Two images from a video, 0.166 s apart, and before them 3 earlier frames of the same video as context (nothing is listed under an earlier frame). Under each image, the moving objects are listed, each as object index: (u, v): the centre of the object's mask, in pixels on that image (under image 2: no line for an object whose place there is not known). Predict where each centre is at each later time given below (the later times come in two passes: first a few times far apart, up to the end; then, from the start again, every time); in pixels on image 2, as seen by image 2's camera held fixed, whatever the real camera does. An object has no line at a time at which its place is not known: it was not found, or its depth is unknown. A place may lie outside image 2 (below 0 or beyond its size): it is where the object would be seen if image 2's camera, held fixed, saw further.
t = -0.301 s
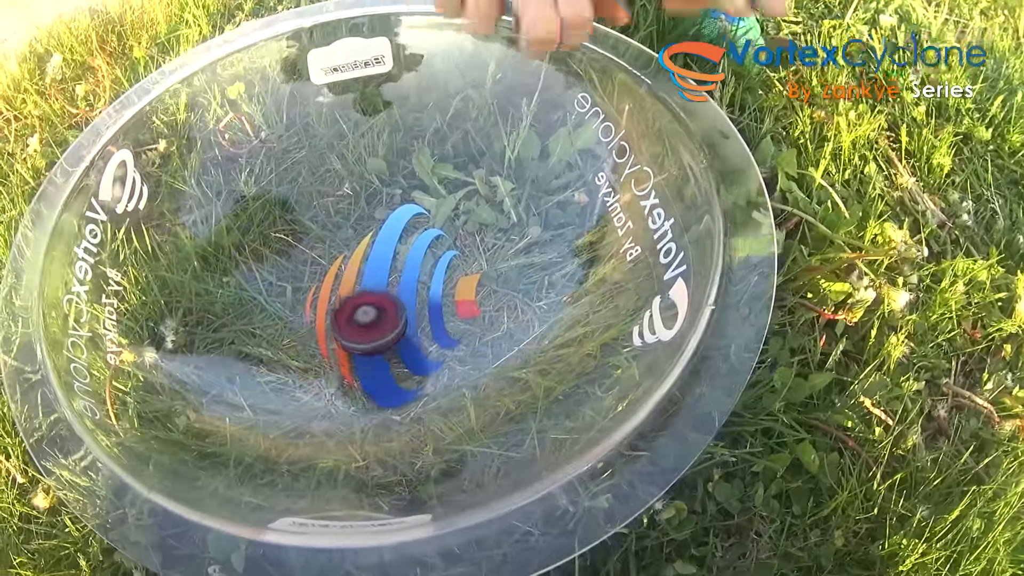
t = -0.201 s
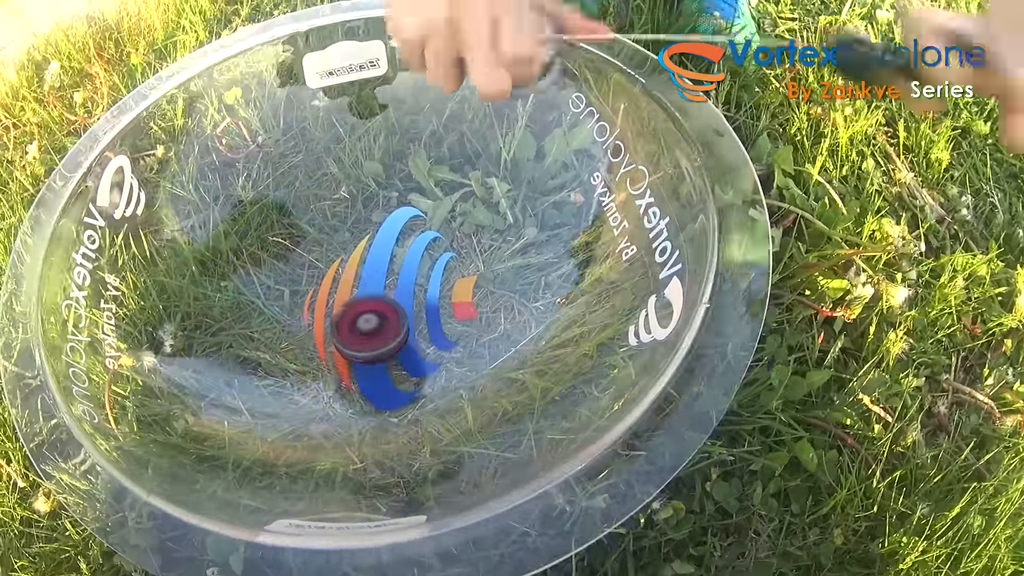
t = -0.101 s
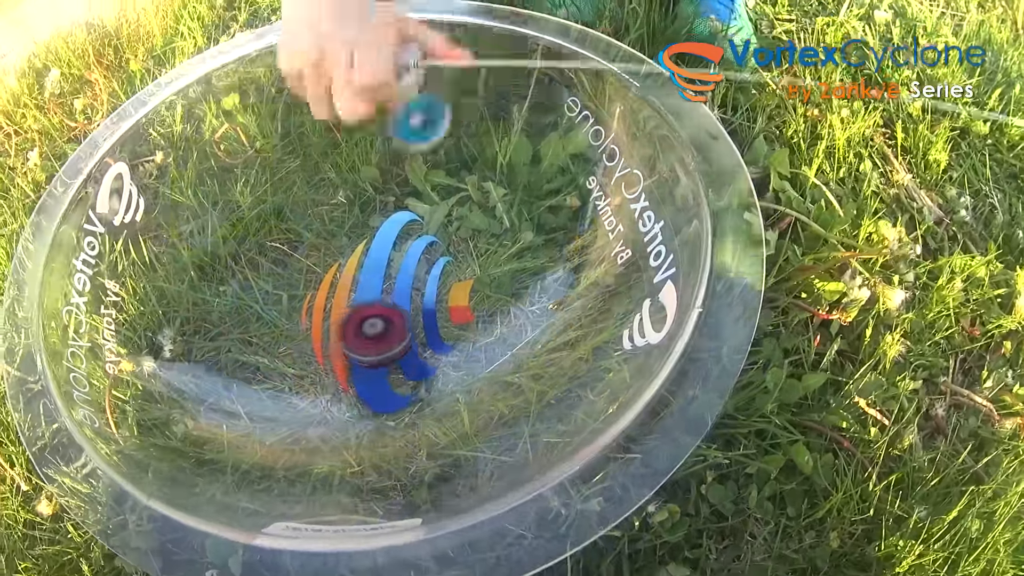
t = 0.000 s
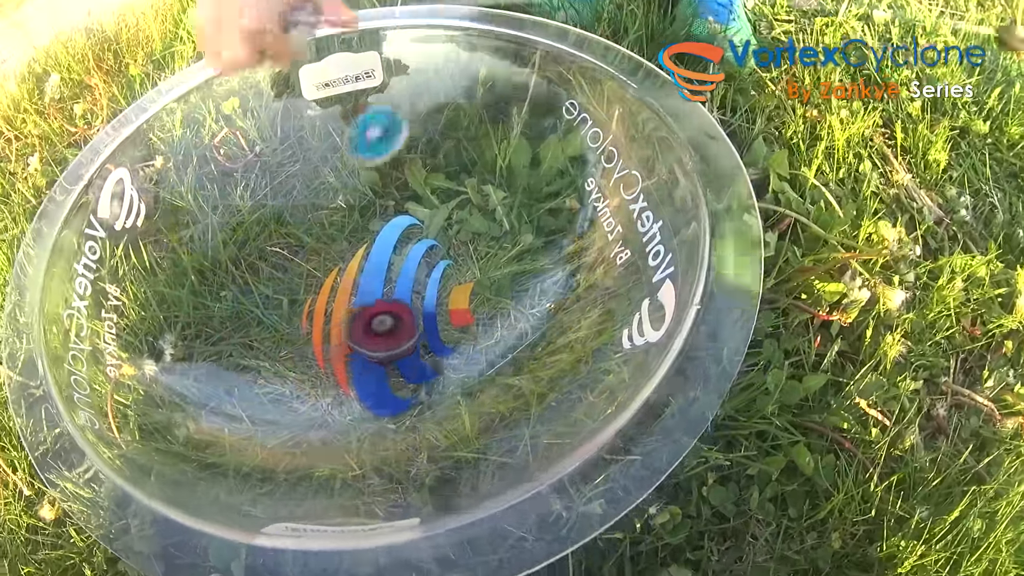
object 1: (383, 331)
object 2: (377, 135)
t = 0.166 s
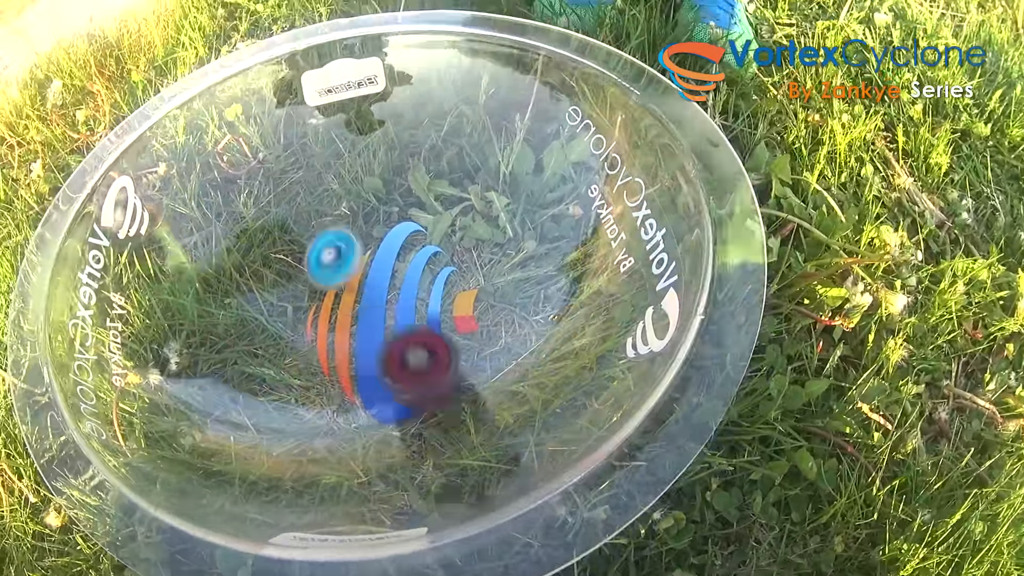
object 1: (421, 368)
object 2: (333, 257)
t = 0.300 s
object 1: (518, 436)
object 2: (307, 227)
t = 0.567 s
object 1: (463, 385)
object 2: (501, 323)
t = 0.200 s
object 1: (456, 412)
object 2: (320, 239)
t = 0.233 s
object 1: (484, 435)
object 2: (310, 229)
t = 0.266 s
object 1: (503, 439)
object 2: (307, 228)
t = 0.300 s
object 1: (518, 436)
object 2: (307, 227)
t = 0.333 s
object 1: (536, 444)
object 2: (314, 231)
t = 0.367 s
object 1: (542, 443)
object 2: (326, 241)
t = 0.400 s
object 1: (536, 433)
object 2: (342, 262)
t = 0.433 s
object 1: (525, 419)
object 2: (368, 290)
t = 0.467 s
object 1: (509, 402)
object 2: (400, 314)
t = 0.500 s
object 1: (497, 400)
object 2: (435, 325)
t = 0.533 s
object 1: (488, 408)
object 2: (468, 329)
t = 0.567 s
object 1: (463, 385)
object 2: (501, 323)
